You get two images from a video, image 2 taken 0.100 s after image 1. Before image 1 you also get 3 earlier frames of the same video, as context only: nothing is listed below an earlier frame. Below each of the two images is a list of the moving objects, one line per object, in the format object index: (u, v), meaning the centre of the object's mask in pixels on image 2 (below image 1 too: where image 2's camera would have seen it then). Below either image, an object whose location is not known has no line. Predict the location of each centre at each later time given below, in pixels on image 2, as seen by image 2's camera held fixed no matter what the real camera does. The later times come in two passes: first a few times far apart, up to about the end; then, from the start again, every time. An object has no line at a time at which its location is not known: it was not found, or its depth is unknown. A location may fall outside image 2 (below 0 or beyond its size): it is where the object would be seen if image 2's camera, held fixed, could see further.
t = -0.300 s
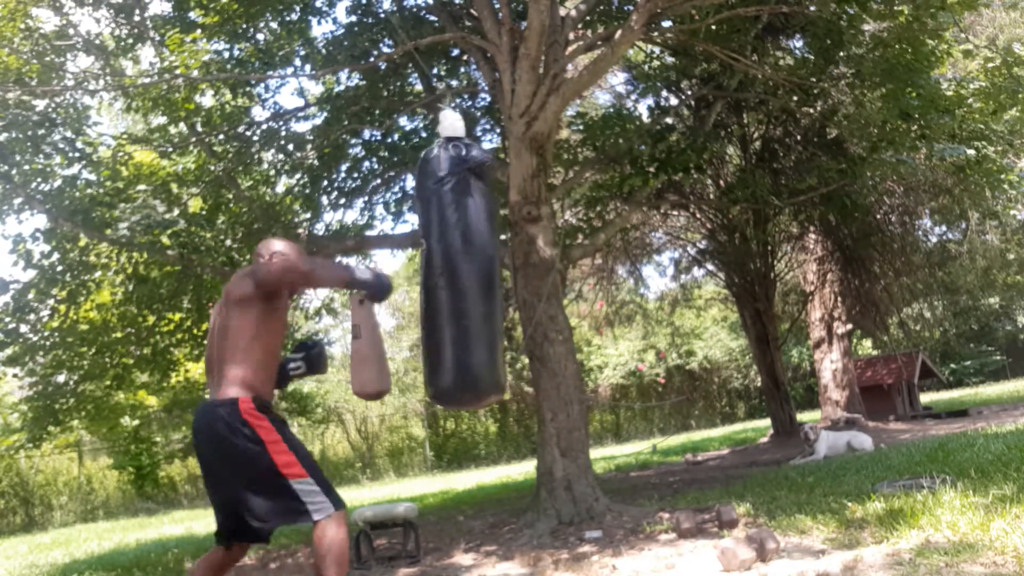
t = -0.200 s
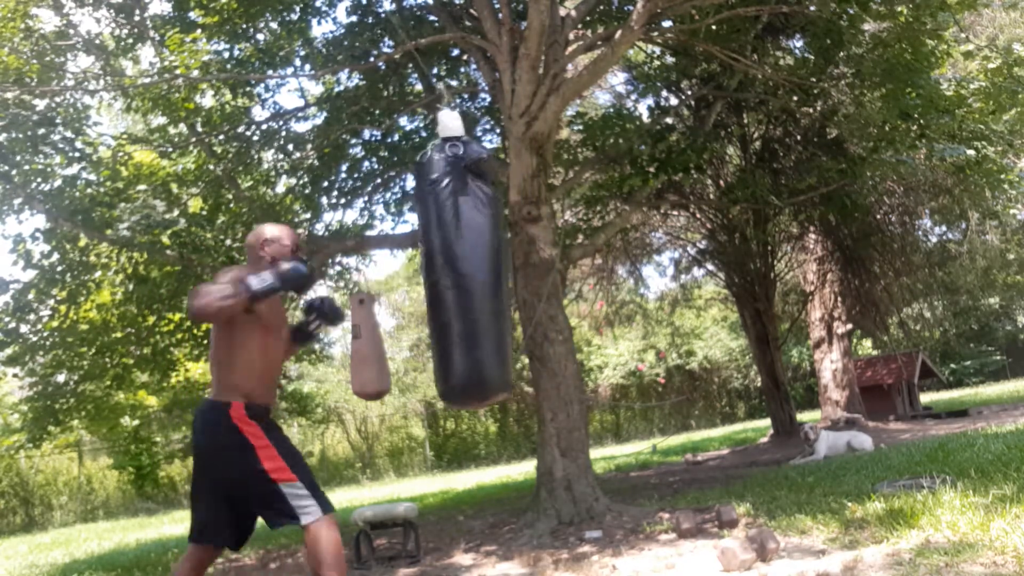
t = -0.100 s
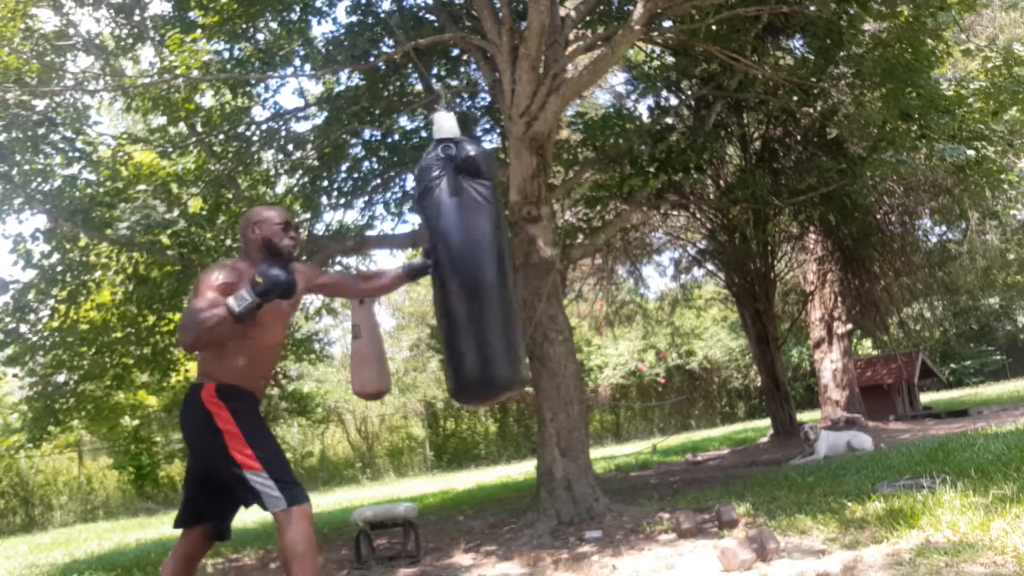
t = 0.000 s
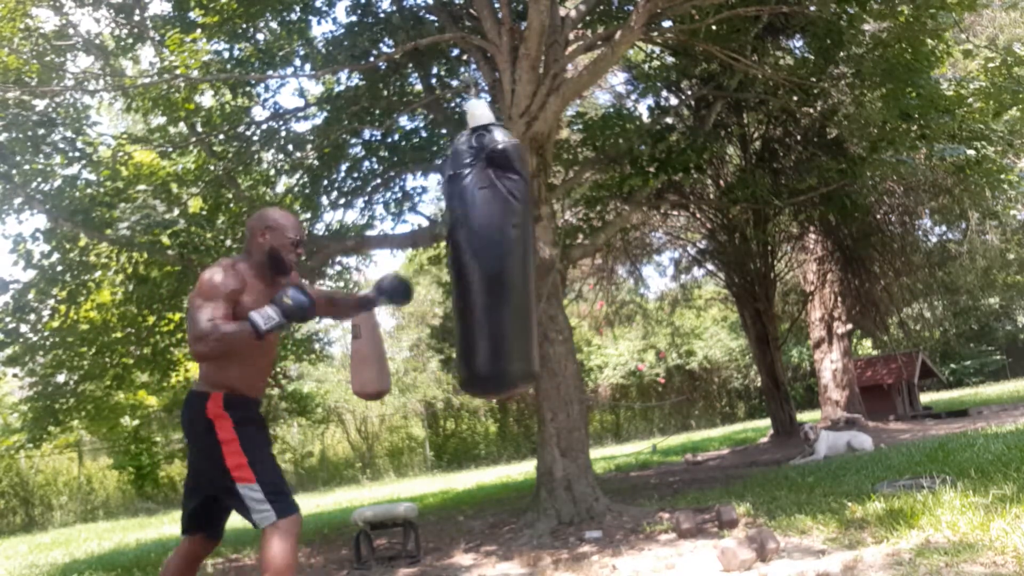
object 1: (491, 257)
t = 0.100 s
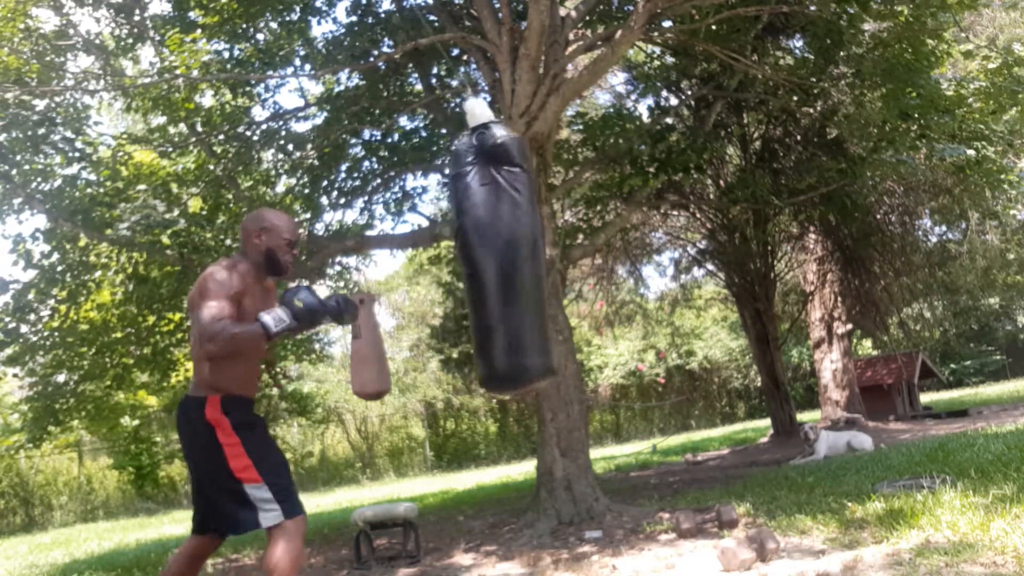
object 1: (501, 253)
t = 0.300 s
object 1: (508, 259)
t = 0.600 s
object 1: (516, 255)
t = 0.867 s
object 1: (486, 261)
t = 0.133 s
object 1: (503, 254)
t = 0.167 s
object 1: (505, 258)
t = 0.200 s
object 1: (505, 260)
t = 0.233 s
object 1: (506, 261)
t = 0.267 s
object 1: (507, 260)
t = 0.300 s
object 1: (508, 259)
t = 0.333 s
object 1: (510, 257)
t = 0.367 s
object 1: (513, 256)
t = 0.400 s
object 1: (515, 254)
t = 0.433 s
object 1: (517, 254)
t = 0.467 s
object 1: (518, 255)
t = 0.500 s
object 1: (520, 254)
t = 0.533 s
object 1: (519, 254)
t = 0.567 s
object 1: (518, 254)
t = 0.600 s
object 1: (516, 255)
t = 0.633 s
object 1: (512, 256)
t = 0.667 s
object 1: (509, 256)
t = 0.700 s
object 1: (505, 258)
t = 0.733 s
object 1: (502, 260)
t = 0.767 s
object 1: (498, 262)
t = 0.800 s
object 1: (493, 261)
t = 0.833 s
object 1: (489, 260)
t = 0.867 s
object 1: (486, 261)
